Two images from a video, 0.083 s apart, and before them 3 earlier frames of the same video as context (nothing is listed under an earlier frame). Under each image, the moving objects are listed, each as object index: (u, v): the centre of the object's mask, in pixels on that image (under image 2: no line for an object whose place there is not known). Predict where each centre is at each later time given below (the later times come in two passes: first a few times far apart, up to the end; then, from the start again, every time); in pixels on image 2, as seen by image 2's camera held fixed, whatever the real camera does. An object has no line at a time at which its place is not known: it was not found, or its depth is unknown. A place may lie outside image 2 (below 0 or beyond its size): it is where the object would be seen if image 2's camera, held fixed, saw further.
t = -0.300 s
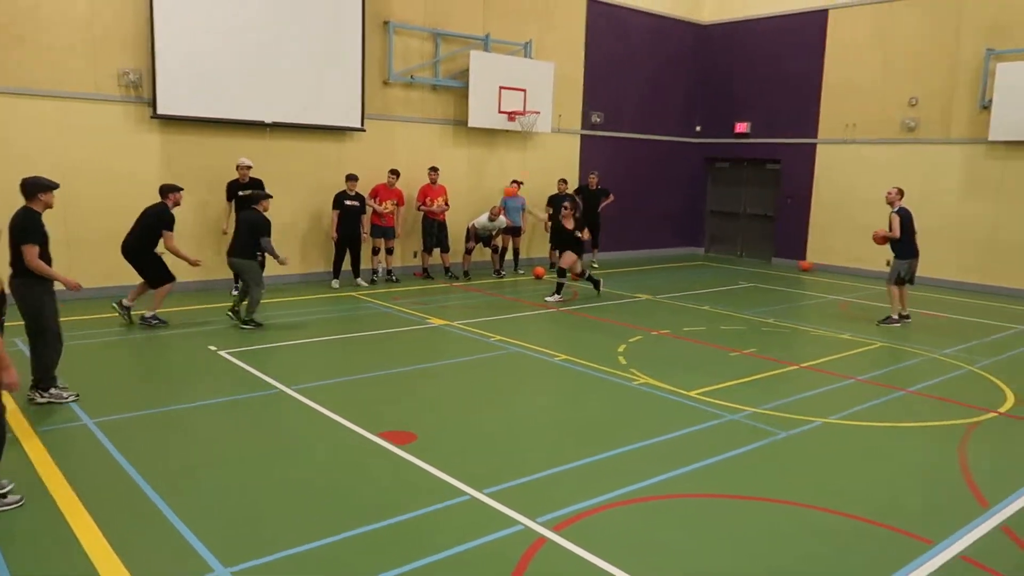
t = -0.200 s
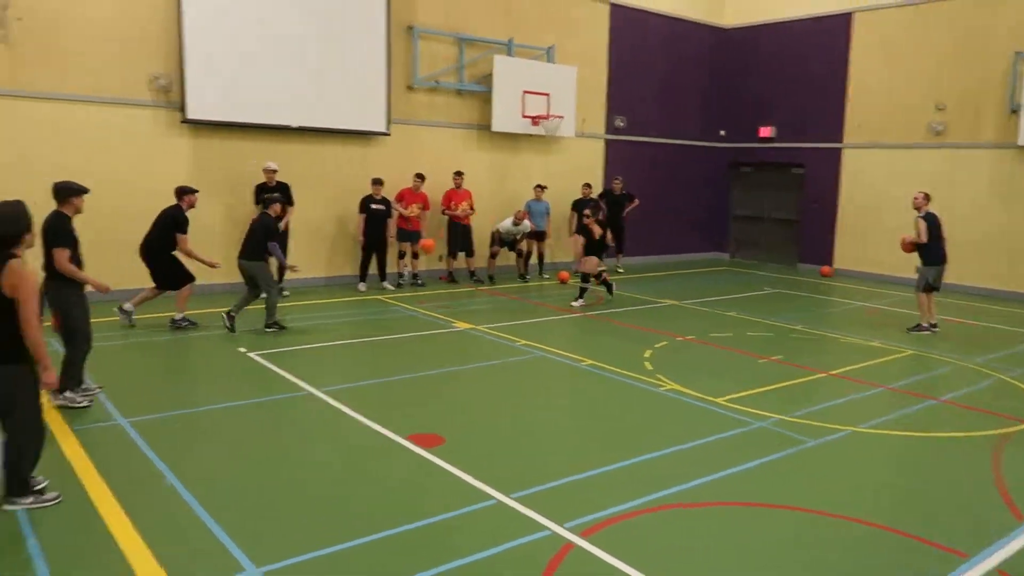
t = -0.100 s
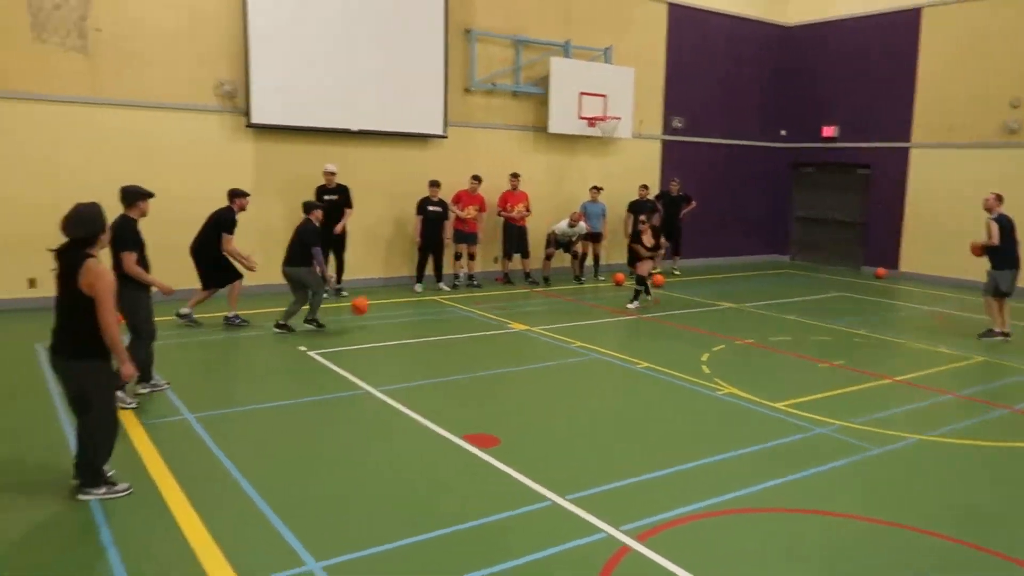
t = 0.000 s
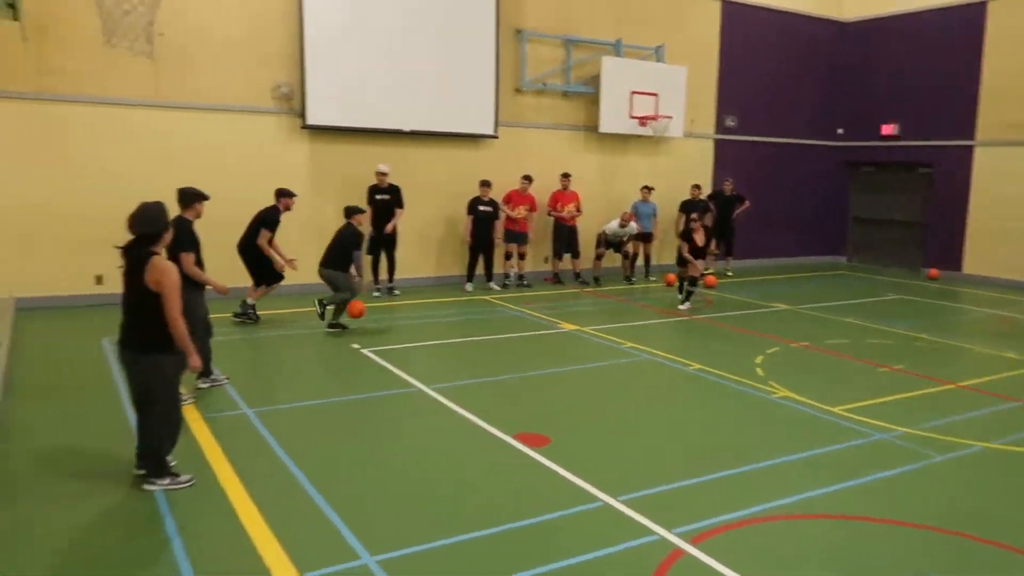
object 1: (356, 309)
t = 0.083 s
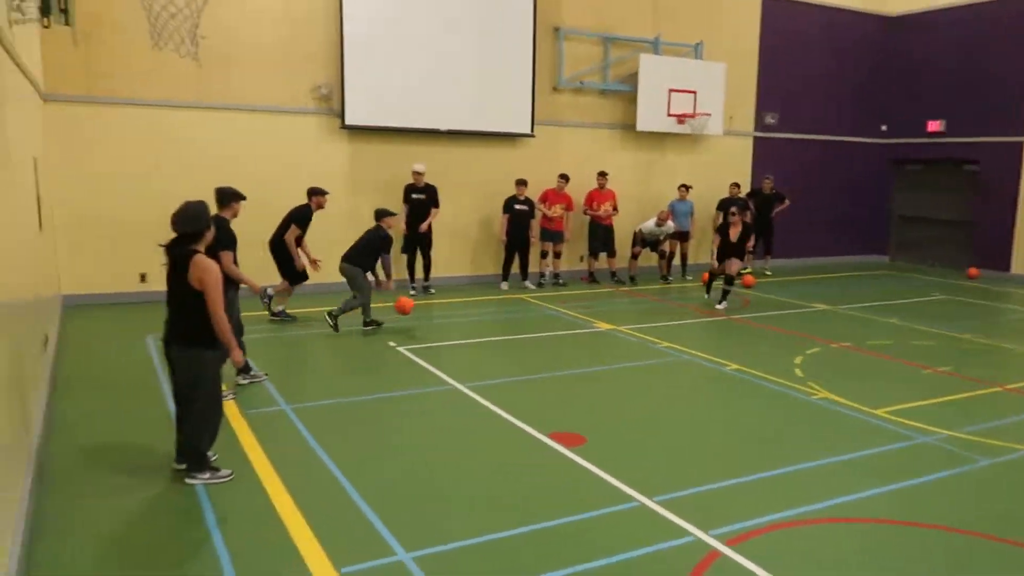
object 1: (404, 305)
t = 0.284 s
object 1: (439, 328)
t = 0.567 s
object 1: (462, 353)
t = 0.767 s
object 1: (472, 373)
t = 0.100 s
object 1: (407, 306)
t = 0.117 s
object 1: (410, 307)
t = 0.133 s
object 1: (413, 307)
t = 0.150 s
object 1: (416, 309)
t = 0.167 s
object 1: (418, 310)
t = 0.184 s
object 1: (421, 312)
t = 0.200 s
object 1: (424, 314)
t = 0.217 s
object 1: (427, 316)
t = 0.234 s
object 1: (430, 318)
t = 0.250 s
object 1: (432, 321)
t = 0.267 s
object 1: (436, 324)
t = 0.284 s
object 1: (439, 328)
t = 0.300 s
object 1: (441, 332)
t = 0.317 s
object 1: (444, 336)
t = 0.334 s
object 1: (447, 340)
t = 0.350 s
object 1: (450, 345)
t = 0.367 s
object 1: (453, 350)
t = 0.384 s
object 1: (454, 351)
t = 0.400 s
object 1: (455, 349)
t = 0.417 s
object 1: (456, 348)
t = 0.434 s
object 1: (457, 347)
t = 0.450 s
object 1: (457, 347)
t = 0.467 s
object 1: (458, 347)
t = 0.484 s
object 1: (458, 347)
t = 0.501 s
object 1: (459, 348)
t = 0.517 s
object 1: (460, 349)
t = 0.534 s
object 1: (461, 350)
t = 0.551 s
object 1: (462, 351)
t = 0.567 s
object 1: (462, 353)
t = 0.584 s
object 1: (464, 355)
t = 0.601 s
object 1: (464, 357)
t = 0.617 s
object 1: (465, 360)
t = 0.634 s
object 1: (466, 362)
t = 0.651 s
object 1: (466, 366)
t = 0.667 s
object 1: (467, 370)
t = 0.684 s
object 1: (467, 372)
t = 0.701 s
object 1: (469, 372)
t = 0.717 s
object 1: (469, 372)
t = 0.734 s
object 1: (470, 372)
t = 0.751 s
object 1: (471, 372)
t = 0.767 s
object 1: (472, 373)
